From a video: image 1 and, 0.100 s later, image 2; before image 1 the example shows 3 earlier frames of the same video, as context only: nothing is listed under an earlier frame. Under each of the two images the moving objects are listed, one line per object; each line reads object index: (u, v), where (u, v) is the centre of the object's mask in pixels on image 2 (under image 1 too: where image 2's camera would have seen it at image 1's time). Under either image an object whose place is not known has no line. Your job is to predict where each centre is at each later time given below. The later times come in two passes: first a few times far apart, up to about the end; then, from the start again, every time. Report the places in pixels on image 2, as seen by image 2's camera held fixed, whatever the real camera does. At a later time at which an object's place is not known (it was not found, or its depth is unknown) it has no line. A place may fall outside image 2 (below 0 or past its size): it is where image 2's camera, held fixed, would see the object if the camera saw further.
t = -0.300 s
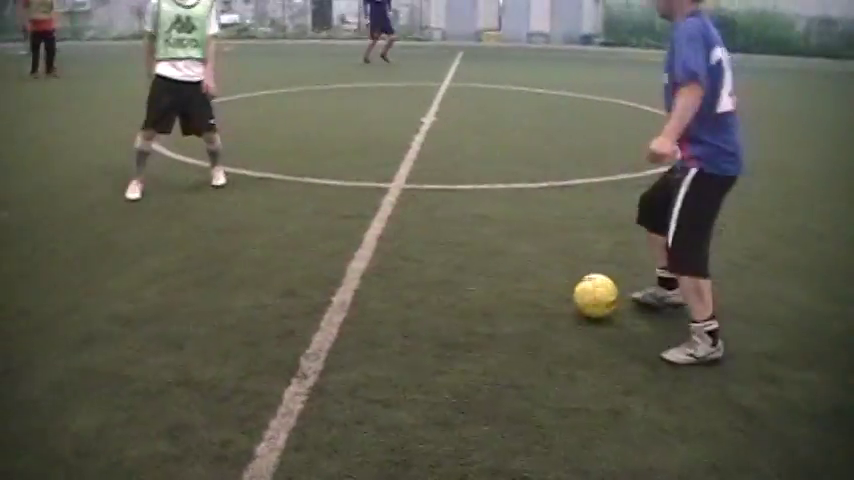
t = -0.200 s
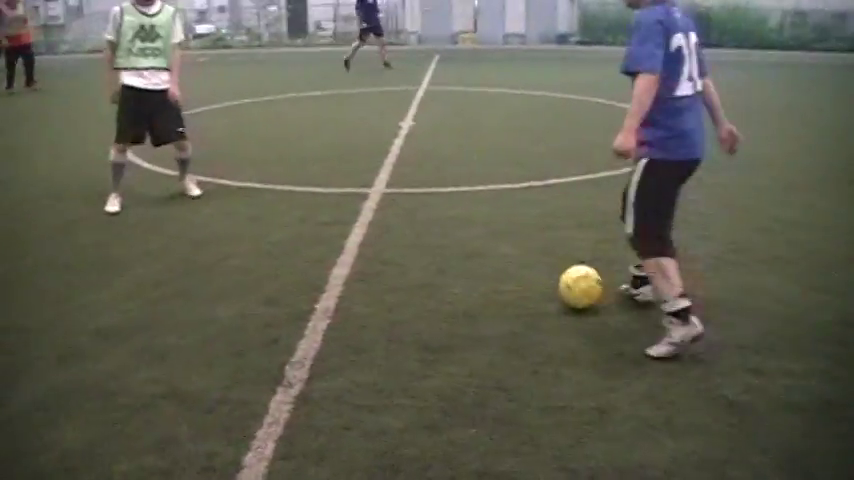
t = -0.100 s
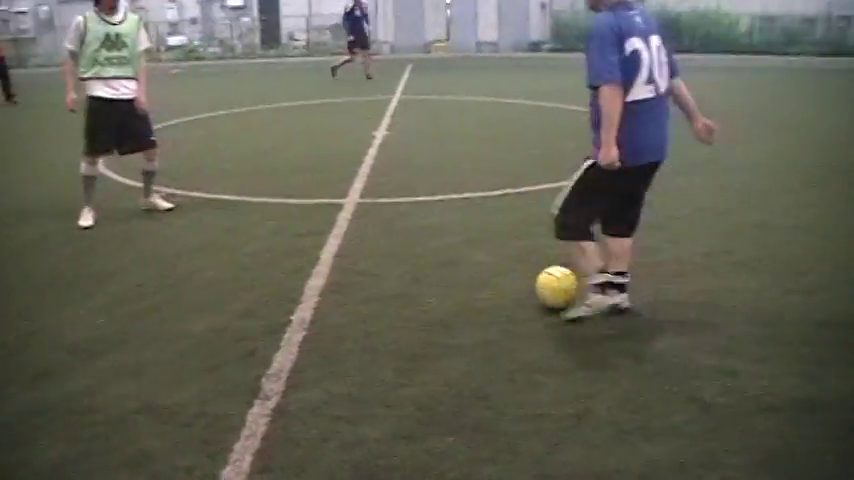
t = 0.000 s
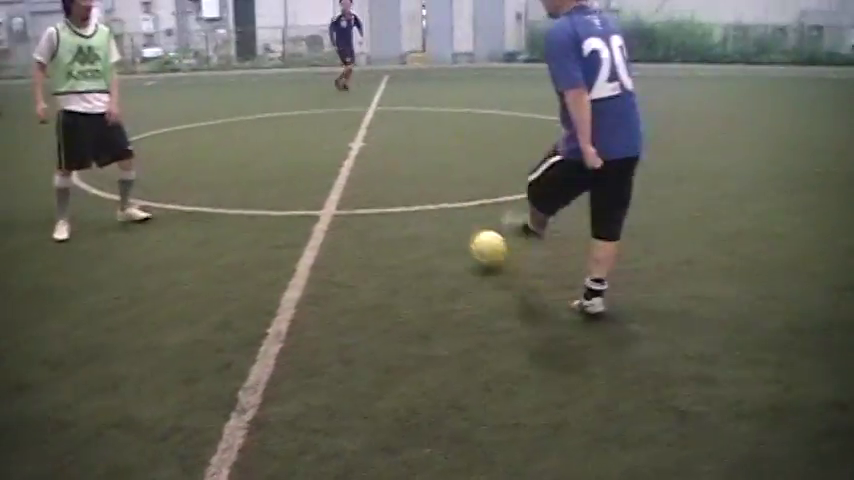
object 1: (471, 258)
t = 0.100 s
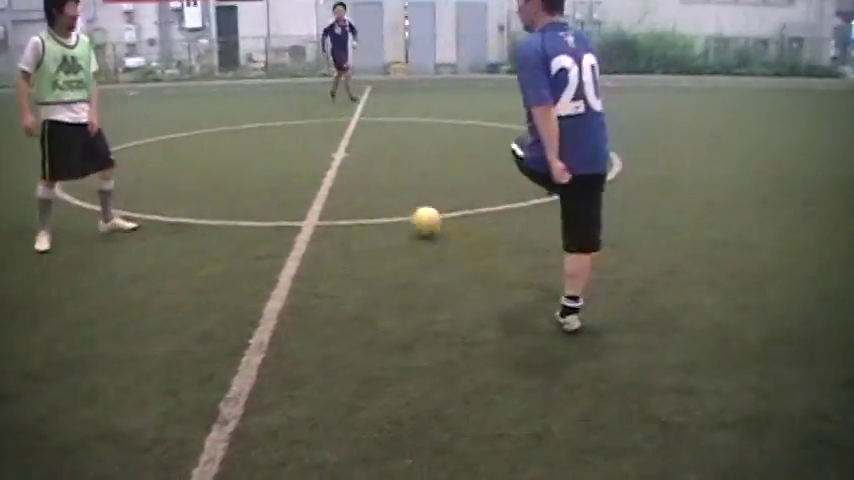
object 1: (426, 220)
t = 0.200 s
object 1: (399, 192)
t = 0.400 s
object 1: (365, 161)
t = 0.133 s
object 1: (416, 209)
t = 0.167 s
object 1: (407, 200)
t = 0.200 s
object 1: (399, 192)
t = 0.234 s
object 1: (391, 186)
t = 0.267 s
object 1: (384, 180)
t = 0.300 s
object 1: (379, 174)
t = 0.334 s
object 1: (373, 169)
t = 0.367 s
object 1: (369, 164)
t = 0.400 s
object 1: (365, 161)
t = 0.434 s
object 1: (361, 158)
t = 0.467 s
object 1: (357, 154)
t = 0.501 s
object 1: (353, 150)
